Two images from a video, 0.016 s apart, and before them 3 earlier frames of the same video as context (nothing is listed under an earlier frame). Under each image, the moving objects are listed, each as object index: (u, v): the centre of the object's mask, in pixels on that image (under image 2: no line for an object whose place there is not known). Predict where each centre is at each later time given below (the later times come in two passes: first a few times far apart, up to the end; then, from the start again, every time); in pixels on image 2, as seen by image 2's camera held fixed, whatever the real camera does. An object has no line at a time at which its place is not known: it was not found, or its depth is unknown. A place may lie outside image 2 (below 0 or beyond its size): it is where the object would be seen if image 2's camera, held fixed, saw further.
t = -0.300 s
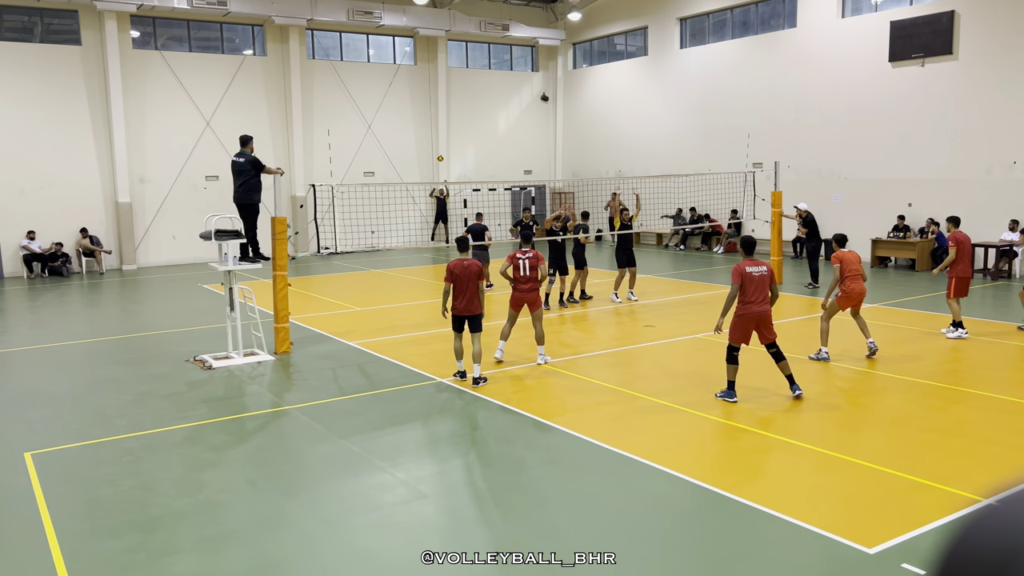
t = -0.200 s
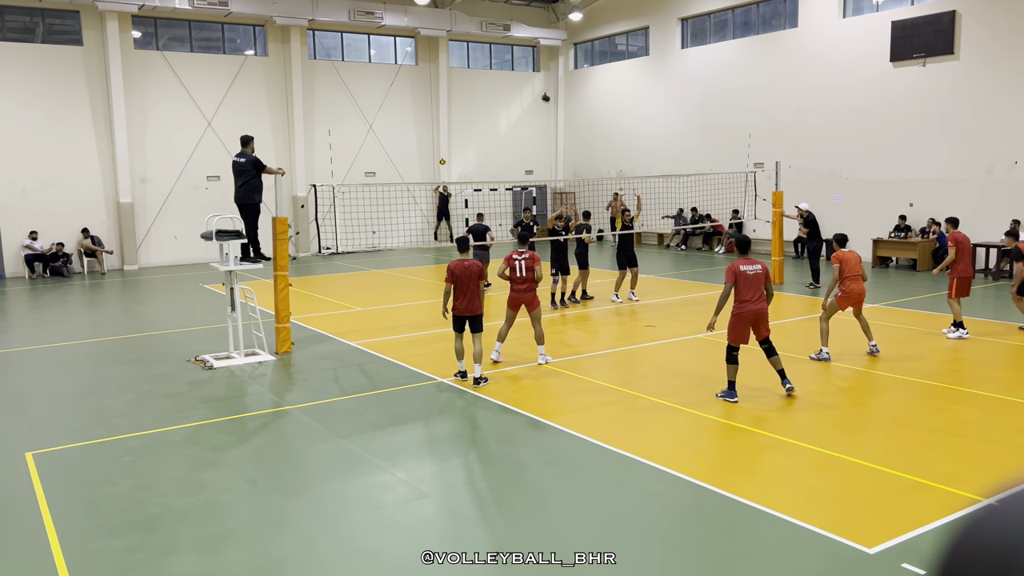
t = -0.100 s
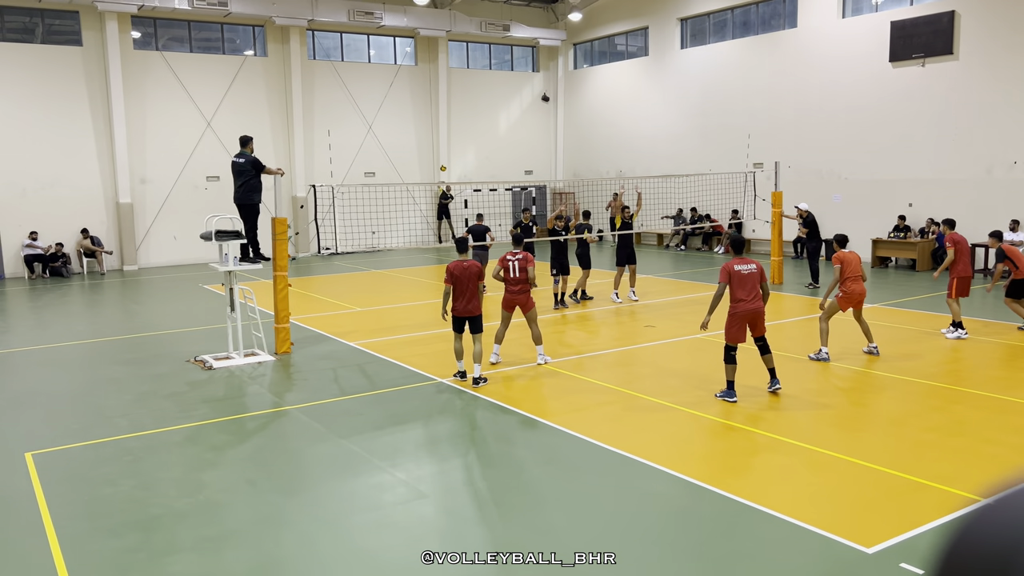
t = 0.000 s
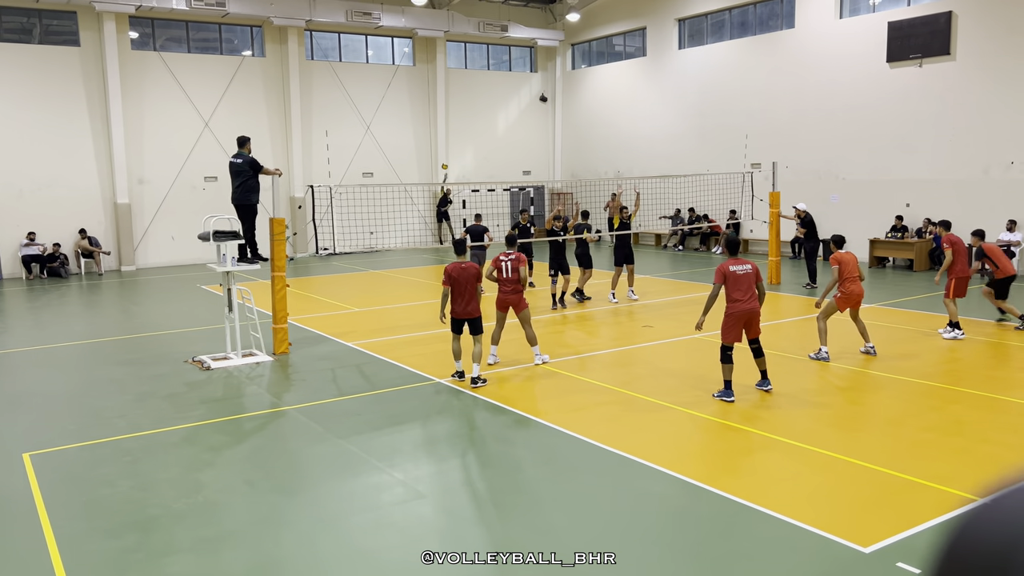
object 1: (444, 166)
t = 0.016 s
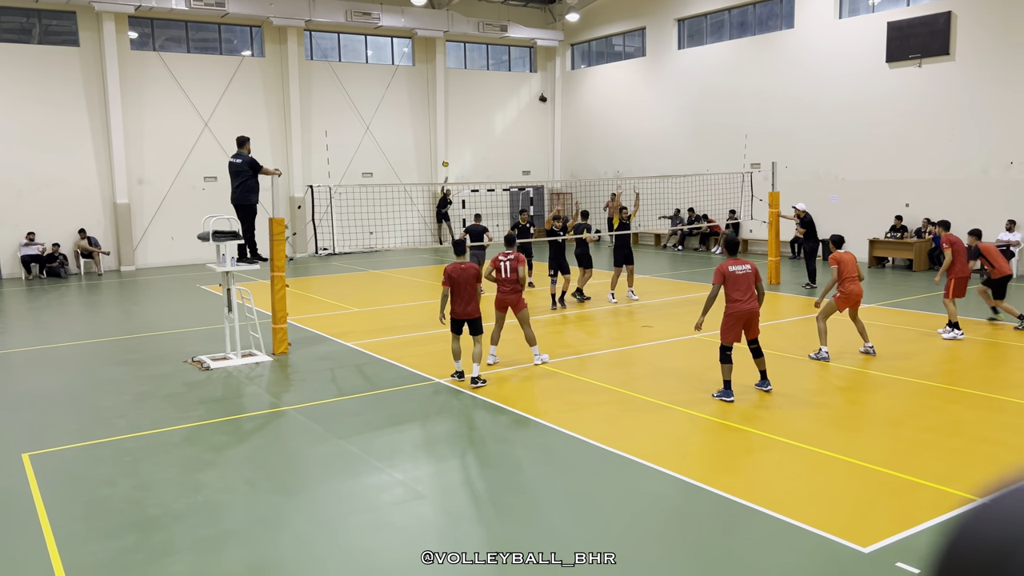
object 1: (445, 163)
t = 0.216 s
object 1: (460, 136)
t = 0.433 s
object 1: (479, 118)
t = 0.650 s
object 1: (498, 117)
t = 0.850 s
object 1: (519, 142)
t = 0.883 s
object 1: (523, 148)
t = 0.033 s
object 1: (446, 161)
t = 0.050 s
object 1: (447, 158)
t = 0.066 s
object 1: (448, 156)
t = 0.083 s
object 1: (449, 153)
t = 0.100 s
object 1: (451, 151)
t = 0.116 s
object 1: (452, 149)
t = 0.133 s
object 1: (453, 146)
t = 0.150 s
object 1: (454, 144)
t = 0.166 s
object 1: (456, 142)
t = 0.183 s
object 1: (457, 140)
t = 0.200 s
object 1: (458, 138)
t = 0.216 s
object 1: (460, 136)
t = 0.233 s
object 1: (461, 134)
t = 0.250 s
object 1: (463, 132)
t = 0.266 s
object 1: (464, 131)
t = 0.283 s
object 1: (466, 129)
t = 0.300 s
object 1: (467, 127)
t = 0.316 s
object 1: (469, 126)
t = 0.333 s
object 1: (470, 124)
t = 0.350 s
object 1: (472, 123)
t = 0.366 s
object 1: (473, 122)
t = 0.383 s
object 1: (475, 120)
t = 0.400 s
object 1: (476, 120)
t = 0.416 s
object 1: (478, 118)
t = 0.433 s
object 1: (479, 118)
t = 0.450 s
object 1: (481, 117)
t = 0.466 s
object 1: (482, 116)
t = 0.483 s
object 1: (484, 116)
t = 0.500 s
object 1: (485, 115)
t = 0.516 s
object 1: (486, 115)
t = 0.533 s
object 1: (488, 115)
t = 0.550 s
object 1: (489, 115)
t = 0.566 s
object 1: (491, 115)
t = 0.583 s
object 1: (492, 115)
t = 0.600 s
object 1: (493, 116)
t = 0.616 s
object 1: (495, 116)
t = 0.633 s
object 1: (497, 117)
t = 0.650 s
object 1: (498, 117)
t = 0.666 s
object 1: (499, 118)
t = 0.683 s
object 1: (501, 120)
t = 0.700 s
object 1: (502, 121)
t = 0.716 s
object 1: (504, 123)
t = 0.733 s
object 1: (506, 125)
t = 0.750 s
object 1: (508, 126)
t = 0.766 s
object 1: (510, 128)
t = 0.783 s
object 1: (511, 131)
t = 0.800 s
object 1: (513, 133)
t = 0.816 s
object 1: (515, 136)
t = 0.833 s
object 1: (517, 139)
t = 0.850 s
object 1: (519, 142)
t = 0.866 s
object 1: (521, 145)
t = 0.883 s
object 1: (523, 148)
